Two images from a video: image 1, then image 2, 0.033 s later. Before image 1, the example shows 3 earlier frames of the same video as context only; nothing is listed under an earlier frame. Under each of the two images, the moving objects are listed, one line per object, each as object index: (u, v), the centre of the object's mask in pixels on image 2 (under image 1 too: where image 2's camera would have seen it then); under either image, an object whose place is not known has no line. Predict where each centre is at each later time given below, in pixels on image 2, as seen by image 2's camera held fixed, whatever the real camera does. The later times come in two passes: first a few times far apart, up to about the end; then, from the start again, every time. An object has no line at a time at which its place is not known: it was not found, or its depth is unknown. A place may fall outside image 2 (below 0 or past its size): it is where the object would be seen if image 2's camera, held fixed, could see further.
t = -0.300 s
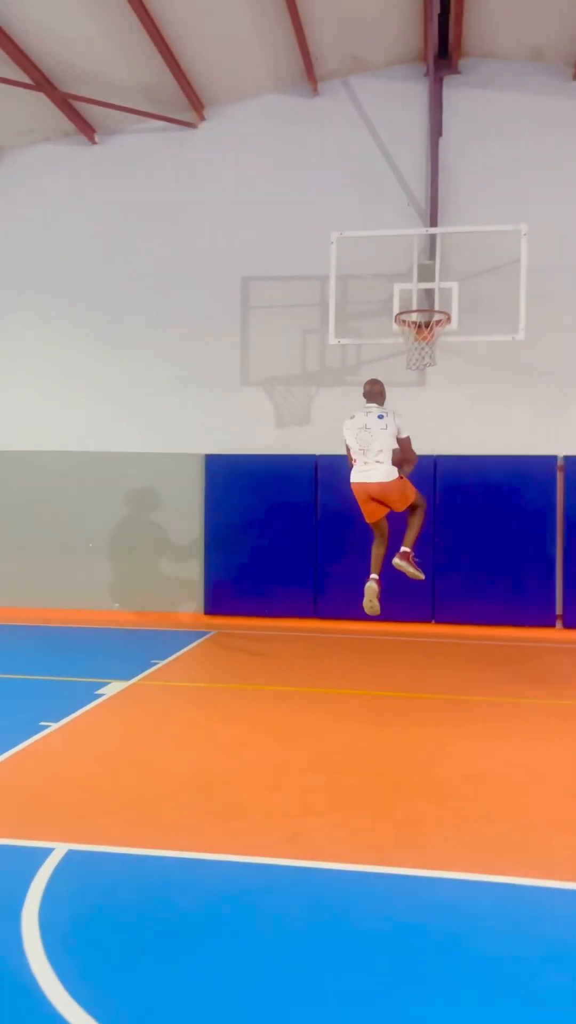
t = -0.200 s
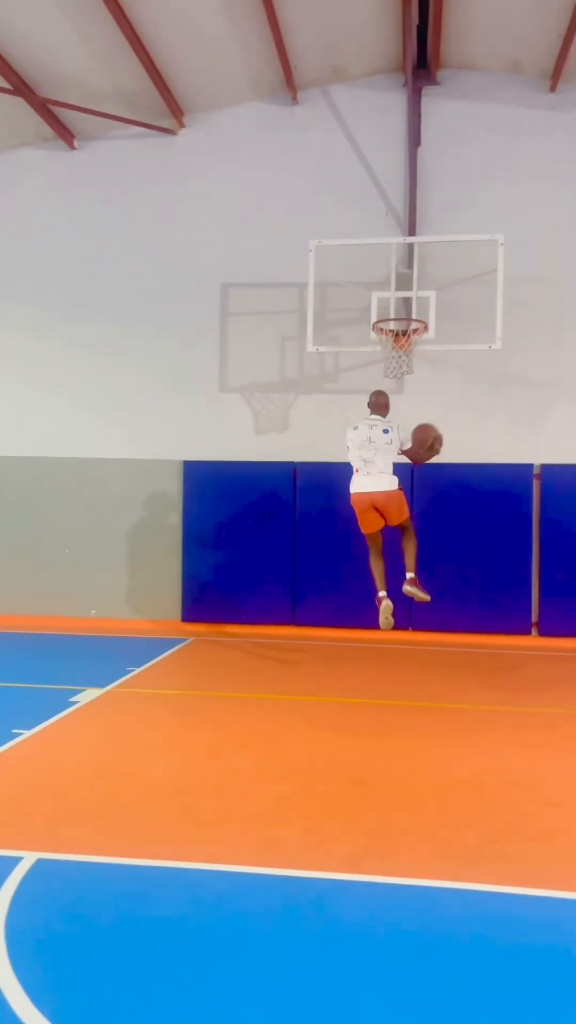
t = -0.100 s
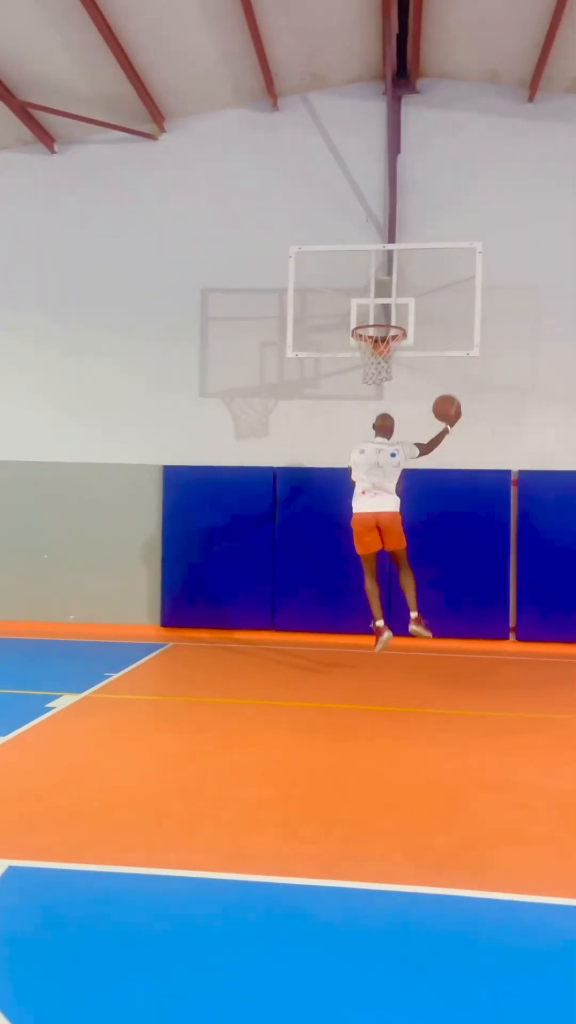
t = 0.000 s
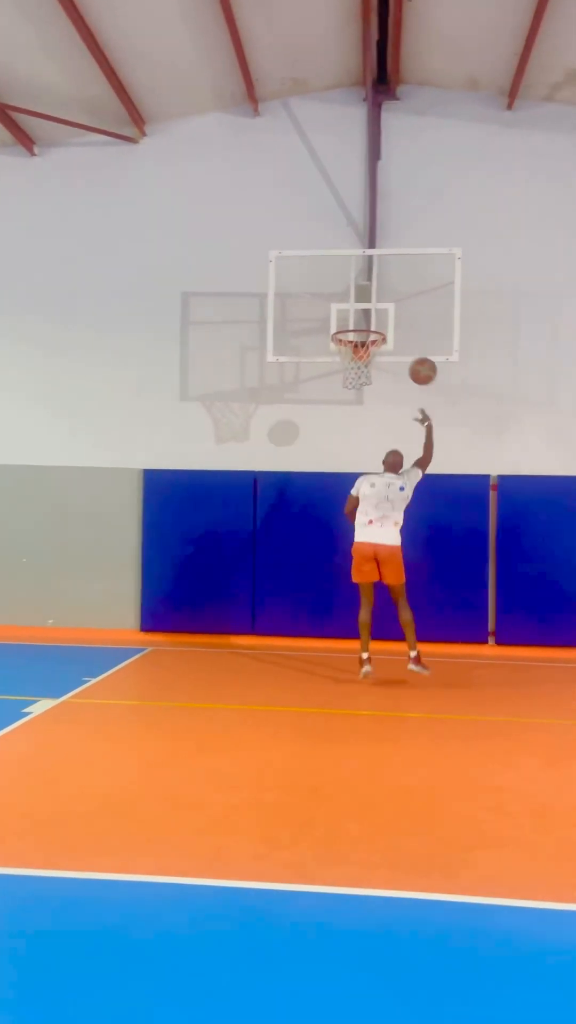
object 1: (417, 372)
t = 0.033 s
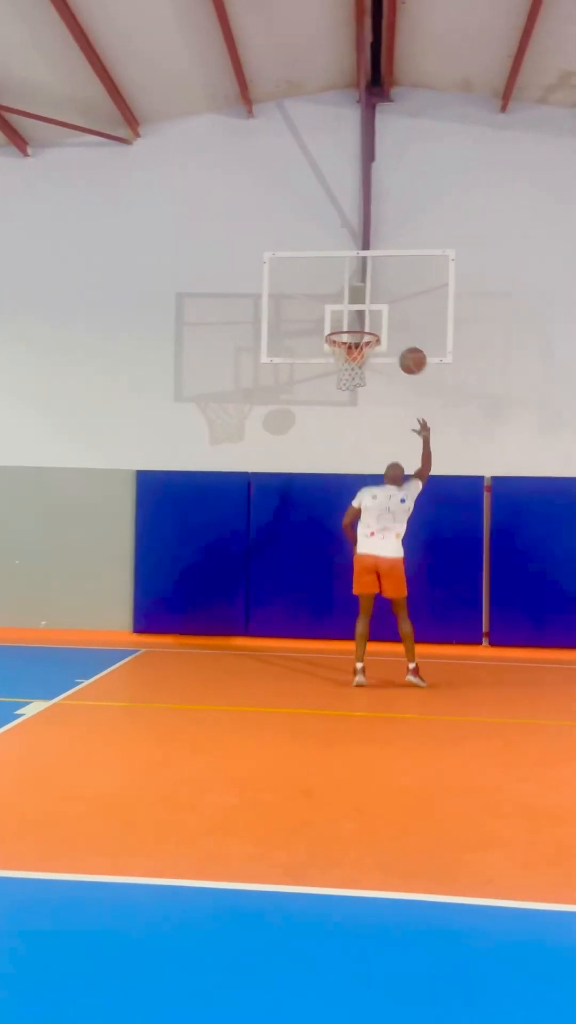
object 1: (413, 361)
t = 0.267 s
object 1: (382, 312)
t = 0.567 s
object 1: (341, 327)
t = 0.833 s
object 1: (346, 350)
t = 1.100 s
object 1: (346, 374)
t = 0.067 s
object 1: (409, 349)
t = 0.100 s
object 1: (404, 340)
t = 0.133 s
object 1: (399, 332)
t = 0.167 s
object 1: (396, 325)
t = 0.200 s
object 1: (391, 319)
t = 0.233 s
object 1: (387, 315)
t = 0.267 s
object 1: (382, 312)
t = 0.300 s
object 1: (377, 309)
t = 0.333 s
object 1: (372, 308)
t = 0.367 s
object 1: (367, 308)
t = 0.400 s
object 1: (362, 308)
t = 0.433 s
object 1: (356, 310)
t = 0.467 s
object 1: (351, 314)
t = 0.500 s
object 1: (346, 318)
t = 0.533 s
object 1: (340, 323)
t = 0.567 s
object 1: (341, 327)
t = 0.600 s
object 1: (350, 330)
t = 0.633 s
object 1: (358, 333)
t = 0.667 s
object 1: (362, 335)
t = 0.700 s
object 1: (361, 337)
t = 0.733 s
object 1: (357, 341)
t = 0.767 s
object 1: (353, 343)
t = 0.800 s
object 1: (350, 346)
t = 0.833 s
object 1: (346, 350)
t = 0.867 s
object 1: (341, 355)
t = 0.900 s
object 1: (338, 359)
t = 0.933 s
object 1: (337, 362)
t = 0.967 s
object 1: (338, 364)
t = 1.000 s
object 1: (339, 366)
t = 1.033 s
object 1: (341, 368)
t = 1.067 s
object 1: (344, 370)
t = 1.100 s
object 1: (346, 374)
